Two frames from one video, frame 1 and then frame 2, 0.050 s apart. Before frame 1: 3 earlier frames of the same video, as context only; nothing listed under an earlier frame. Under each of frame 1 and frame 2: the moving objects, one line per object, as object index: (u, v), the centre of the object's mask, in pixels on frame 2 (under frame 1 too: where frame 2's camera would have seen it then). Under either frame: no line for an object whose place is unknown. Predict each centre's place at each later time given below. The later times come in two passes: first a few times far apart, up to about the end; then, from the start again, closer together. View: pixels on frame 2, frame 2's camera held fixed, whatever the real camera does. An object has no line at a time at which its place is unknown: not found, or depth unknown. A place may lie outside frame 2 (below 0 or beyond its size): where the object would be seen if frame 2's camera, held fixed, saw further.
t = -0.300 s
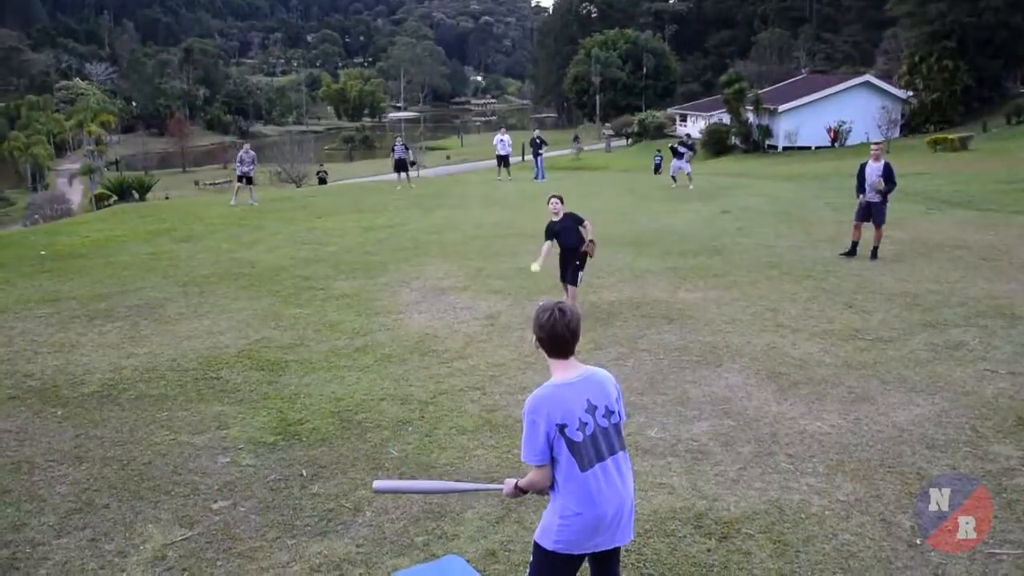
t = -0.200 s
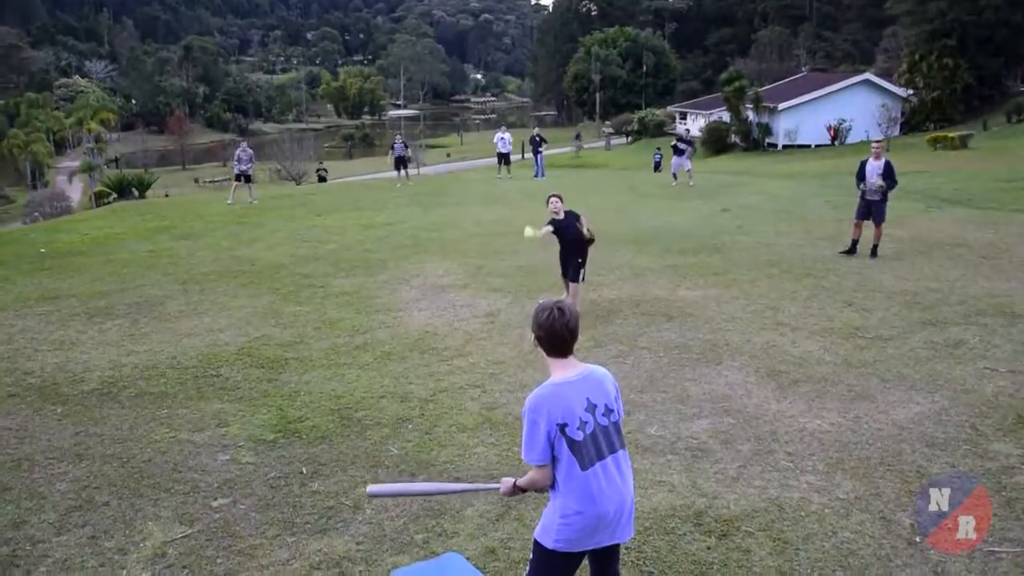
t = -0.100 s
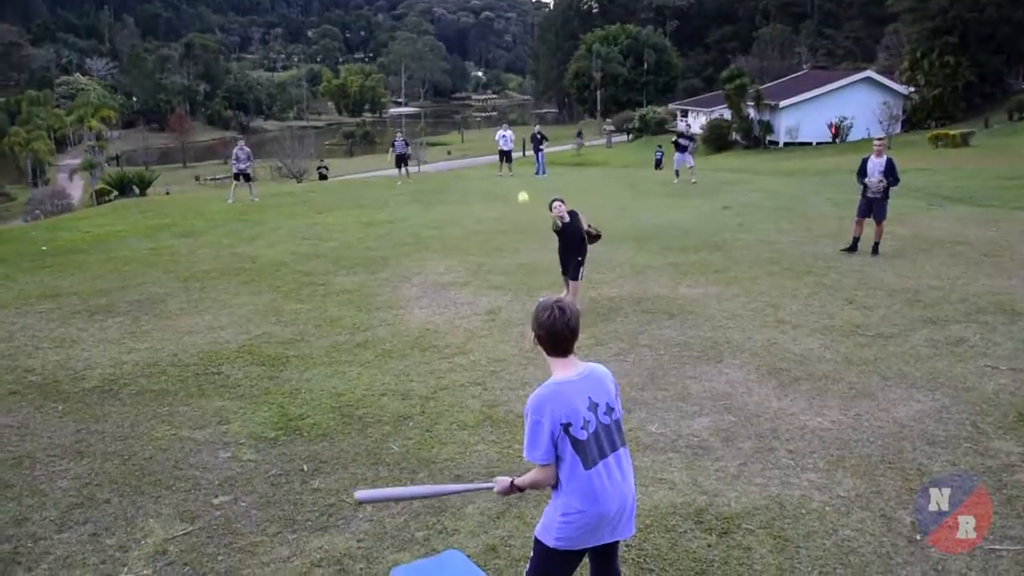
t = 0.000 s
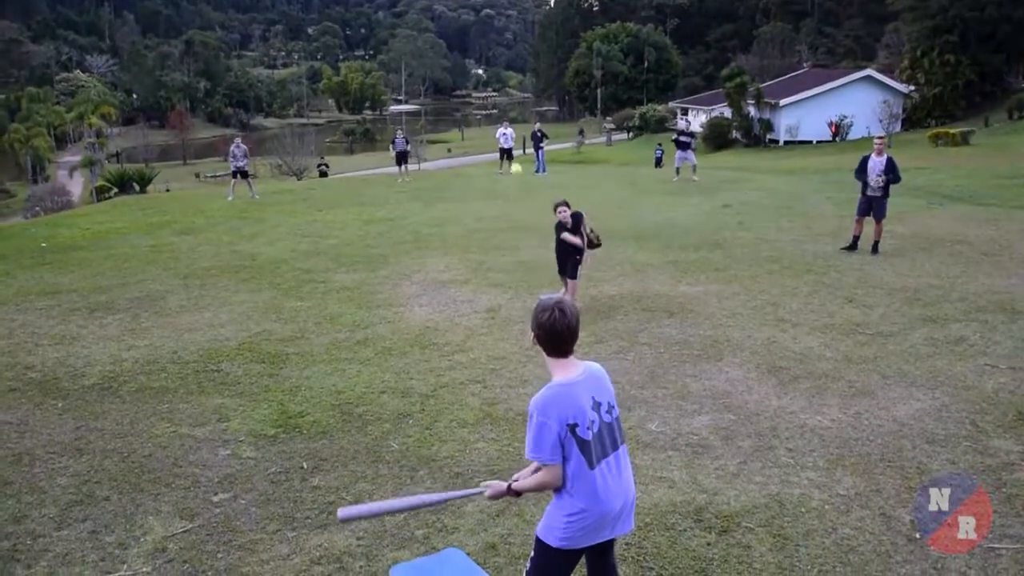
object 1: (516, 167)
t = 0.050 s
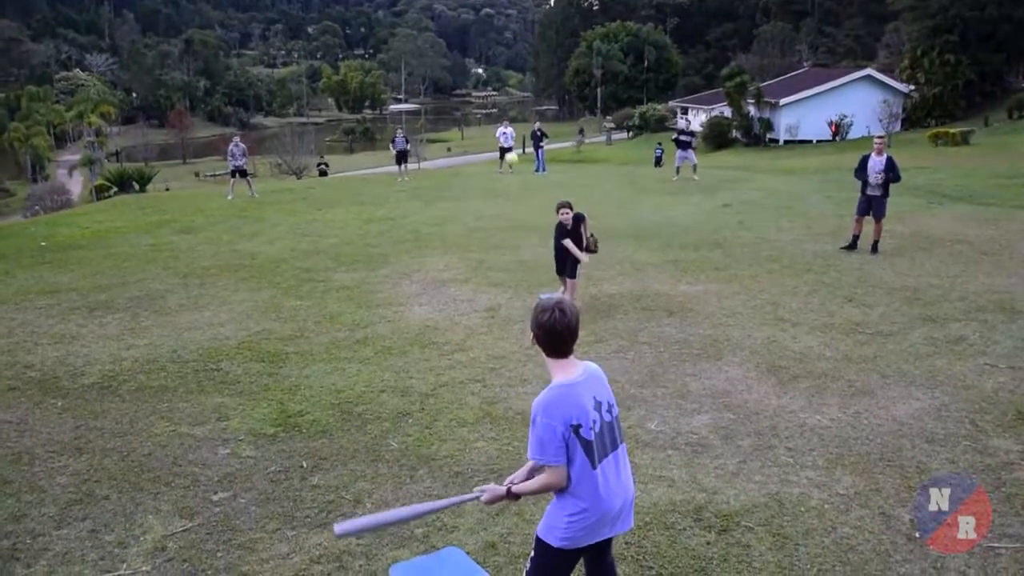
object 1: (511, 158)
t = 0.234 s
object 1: (494, 142)
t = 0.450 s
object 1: (463, 186)
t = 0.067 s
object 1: (510, 155)
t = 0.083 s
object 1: (509, 153)
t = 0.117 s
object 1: (505, 148)
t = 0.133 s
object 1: (504, 147)
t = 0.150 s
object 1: (502, 145)
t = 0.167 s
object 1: (500, 143)
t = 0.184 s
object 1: (498, 143)
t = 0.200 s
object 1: (496, 142)
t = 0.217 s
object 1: (494, 142)
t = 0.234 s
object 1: (494, 142)
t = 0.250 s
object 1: (491, 142)
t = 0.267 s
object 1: (489, 143)
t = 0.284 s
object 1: (487, 145)
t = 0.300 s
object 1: (485, 146)
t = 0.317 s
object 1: (483, 148)
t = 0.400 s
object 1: (471, 167)
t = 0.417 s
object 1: (469, 173)
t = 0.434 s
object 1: (466, 179)
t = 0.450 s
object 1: (463, 186)
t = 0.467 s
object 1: (460, 194)
